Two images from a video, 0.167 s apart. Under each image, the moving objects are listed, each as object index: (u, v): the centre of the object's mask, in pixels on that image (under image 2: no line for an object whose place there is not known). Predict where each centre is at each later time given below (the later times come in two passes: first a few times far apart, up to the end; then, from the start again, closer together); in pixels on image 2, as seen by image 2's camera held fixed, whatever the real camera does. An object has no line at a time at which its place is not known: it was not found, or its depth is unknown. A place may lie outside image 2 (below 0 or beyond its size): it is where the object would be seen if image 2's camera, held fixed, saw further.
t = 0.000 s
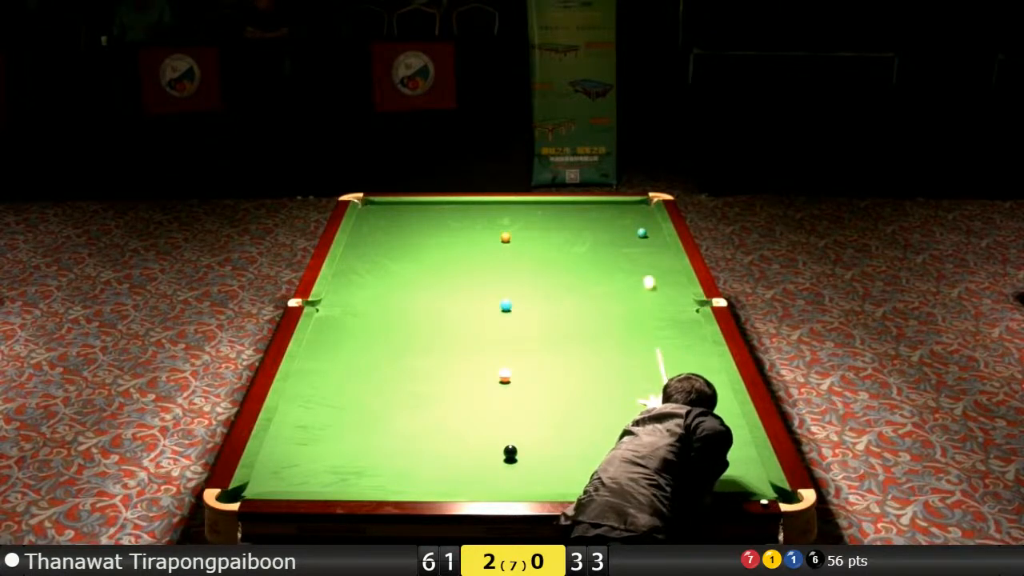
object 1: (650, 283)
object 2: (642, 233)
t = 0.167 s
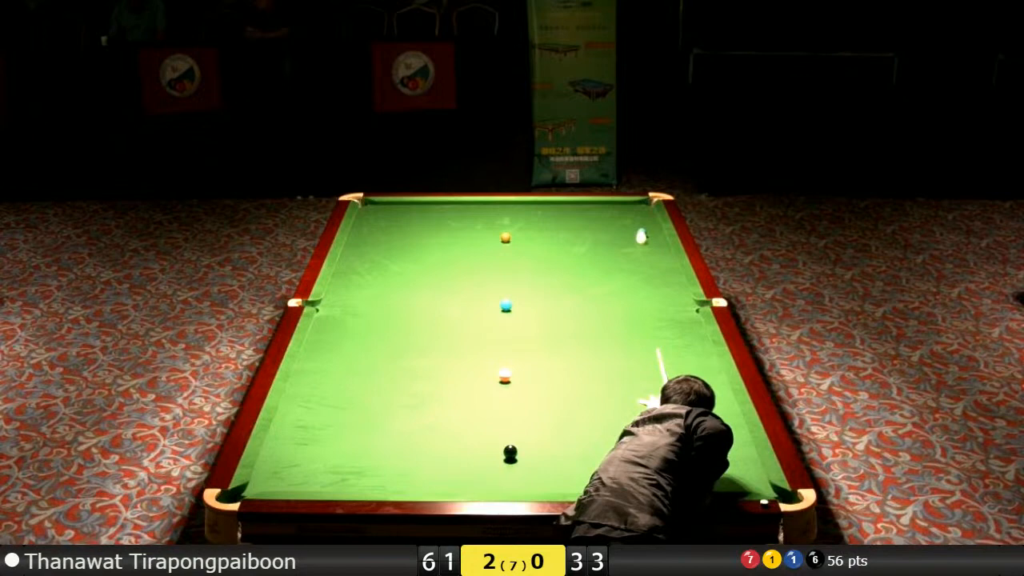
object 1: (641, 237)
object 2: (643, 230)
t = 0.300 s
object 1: (633, 234)
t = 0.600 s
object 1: (620, 234)
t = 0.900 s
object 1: (609, 234)
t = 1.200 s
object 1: (597, 234)
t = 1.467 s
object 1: (587, 234)
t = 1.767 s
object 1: (578, 234)
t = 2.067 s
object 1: (571, 234)
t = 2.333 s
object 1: (565, 235)
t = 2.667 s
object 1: (560, 235)
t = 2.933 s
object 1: (557, 235)
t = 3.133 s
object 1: (555, 235)
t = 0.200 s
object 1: (639, 235)
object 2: (643, 227)
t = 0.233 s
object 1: (637, 235)
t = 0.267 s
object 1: (635, 235)
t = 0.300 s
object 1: (633, 234)
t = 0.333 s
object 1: (631, 234)
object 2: (648, 208)
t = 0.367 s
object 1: (631, 234)
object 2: (648, 208)
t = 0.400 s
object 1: (630, 234)
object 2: (649, 205)
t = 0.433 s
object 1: (628, 234)
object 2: (649, 201)
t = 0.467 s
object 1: (627, 234)
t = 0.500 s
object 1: (626, 234)
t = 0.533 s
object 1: (624, 234)
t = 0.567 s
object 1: (621, 234)
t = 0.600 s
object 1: (620, 234)
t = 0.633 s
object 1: (618, 234)
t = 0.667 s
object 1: (617, 234)
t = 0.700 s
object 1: (615, 234)
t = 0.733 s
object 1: (613, 234)
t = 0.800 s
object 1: (613, 234)
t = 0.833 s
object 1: (611, 234)
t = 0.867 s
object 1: (609, 234)
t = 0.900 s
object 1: (609, 234)
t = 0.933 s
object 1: (607, 234)
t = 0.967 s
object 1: (605, 234)
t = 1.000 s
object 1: (603, 234)
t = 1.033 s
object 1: (602, 234)
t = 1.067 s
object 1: (601, 234)
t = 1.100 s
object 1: (600, 234)
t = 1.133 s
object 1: (598, 234)
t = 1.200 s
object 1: (597, 234)
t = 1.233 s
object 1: (596, 234)
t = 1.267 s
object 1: (594, 234)
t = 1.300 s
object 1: (594, 234)
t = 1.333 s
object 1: (592, 234)
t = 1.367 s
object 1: (591, 234)
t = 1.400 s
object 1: (591, 234)
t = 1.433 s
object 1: (588, 235)
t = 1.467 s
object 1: (587, 234)
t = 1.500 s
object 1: (586, 235)
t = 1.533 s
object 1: (585, 235)
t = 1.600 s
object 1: (584, 235)
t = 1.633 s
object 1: (583, 235)
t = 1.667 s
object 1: (582, 234)
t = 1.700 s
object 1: (581, 235)
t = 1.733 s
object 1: (580, 235)
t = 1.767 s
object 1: (578, 234)
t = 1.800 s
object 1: (578, 234)
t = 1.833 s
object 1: (576, 234)
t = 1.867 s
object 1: (576, 235)
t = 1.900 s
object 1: (575, 234)
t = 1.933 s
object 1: (574, 234)
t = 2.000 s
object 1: (574, 234)
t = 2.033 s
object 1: (572, 234)
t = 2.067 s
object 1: (571, 234)
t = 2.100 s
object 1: (571, 234)
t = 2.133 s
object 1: (570, 235)
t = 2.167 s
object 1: (569, 234)
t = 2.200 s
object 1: (568, 235)
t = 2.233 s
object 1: (567, 234)
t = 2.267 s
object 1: (567, 234)
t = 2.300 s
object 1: (566, 235)
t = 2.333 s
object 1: (565, 235)
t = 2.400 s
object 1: (565, 235)
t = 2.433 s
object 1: (564, 234)
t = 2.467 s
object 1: (563, 235)
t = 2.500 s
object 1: (563, 235)
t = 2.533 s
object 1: (562, 235)
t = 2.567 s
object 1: (561, 235)
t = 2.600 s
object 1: (561, 235)
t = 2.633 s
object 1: (560, 235)
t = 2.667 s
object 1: (560, 235)
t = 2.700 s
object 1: (559, 235)
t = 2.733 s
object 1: (559, 235)
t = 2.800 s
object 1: (558, 235)
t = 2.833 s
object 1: (558, 235)
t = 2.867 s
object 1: (557, 235)
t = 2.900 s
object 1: (557, 235)
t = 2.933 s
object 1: (557, 235)
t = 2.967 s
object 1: (556, 235)
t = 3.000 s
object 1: (556, 235)
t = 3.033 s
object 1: (555, 235)
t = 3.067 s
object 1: (555, 235)
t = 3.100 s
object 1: (555, 235)
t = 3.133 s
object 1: (555, 235)
